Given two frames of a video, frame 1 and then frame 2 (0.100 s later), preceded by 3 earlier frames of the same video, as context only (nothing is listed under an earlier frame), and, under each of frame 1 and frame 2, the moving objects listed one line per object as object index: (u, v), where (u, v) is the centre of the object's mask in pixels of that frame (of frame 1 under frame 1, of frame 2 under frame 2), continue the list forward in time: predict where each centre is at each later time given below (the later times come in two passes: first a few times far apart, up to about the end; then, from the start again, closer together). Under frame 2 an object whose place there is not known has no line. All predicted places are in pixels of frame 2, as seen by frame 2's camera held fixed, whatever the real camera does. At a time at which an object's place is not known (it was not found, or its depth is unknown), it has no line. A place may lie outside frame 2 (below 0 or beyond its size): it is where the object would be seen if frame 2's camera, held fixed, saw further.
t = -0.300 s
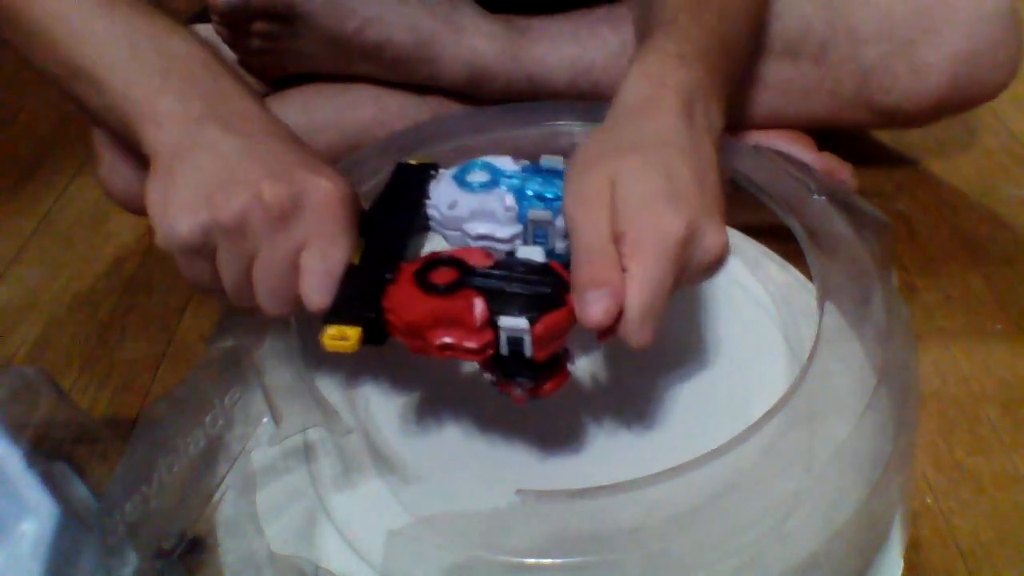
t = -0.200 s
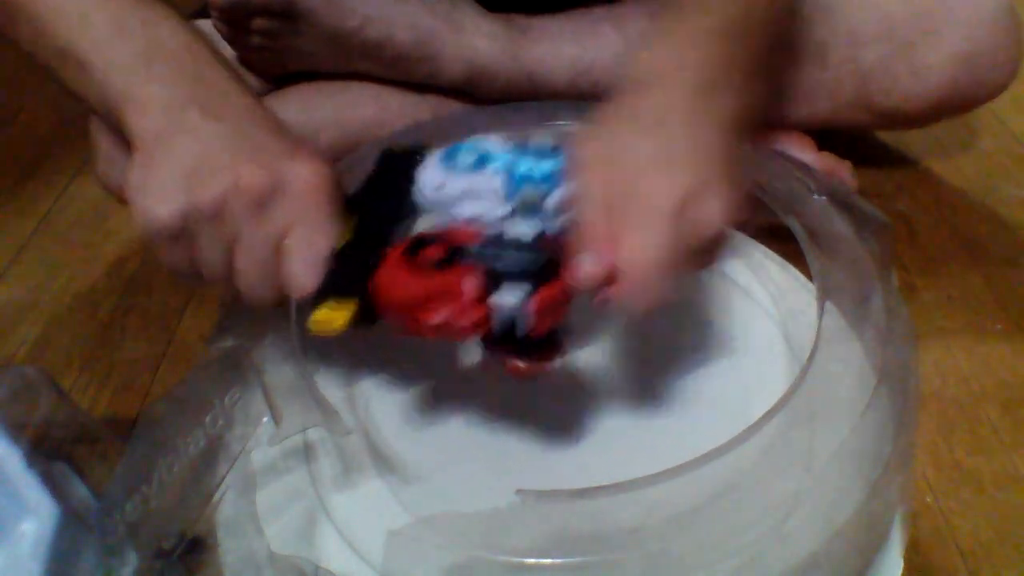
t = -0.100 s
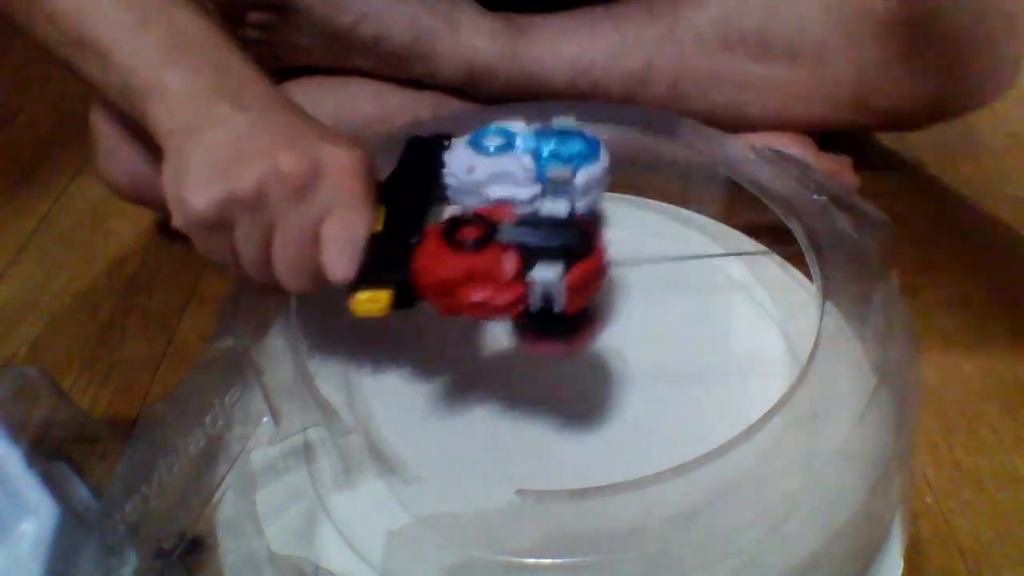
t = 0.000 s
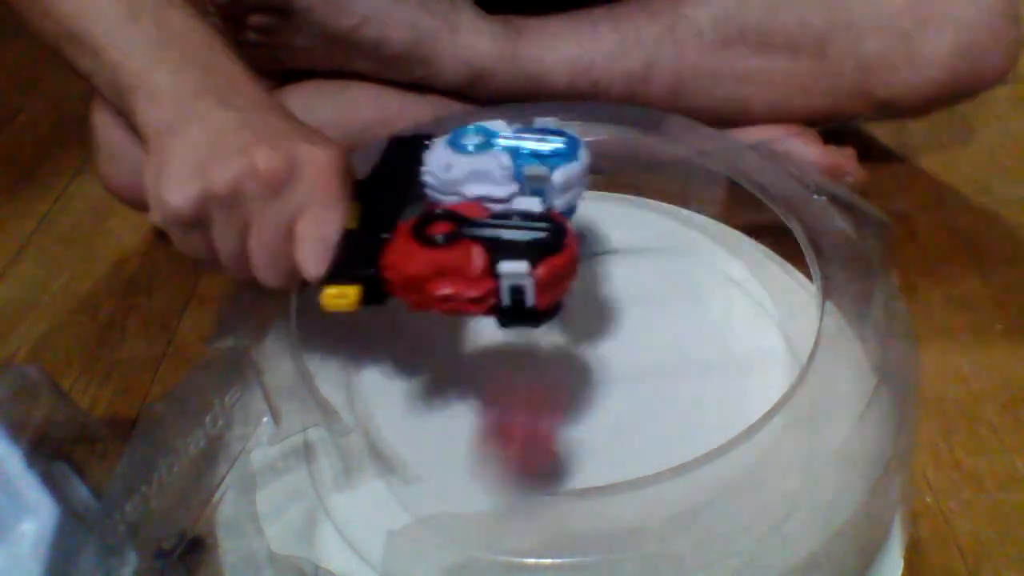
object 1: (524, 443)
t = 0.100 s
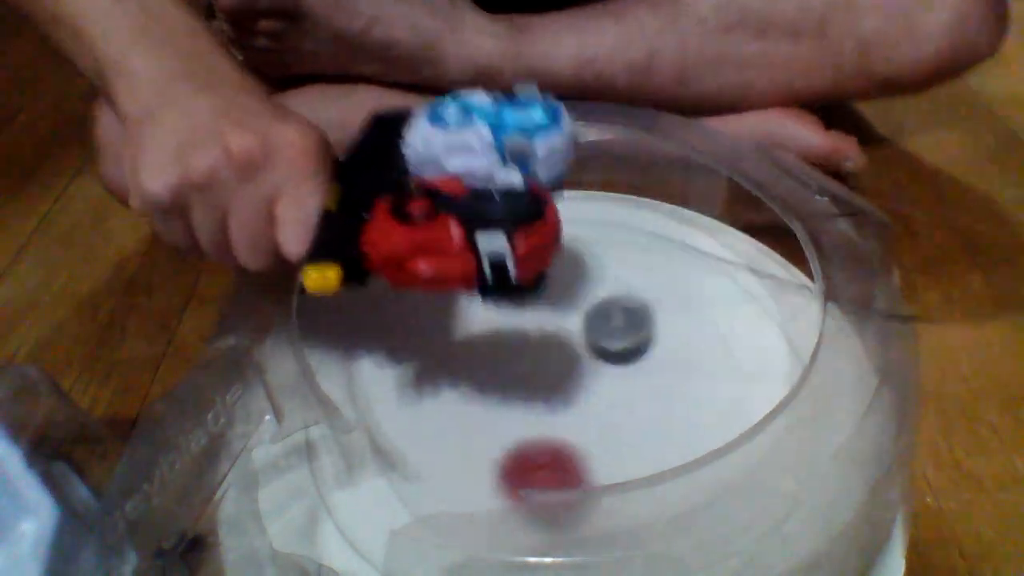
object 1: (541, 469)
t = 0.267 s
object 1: (634, 479)
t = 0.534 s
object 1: (690, 475)
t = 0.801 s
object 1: (602, 404)
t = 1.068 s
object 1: (562, 447)
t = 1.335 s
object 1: (556, 424)
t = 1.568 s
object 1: (590, 462)
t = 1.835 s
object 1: (716, 499)
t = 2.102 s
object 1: (663, 546)
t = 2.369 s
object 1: (578, 559)
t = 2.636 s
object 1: (503, 557)
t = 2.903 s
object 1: (447, 536)
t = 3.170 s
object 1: (457, 480)
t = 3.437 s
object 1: (574, 414)
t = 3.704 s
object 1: (549, 376)
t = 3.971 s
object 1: (509, 412)
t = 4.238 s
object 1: (588, 467)
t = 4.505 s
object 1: (587, 326)
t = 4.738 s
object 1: (402, 328)
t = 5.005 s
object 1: (355, 351)
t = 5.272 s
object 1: (391, 343)
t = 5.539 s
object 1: (513, 422)
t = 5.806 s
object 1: (504, 413)
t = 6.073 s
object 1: (555, 392)
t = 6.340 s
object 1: (518, 382)
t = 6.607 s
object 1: (526, 421)
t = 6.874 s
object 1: (569, 463)
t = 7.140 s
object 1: (598, 447)
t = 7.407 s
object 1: (566, 378)
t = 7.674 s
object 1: (553, 356)
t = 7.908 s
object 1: (589, 336)
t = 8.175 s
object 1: (581, 352)
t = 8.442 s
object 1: (561, 364)
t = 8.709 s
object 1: (513, 344)
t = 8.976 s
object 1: (487, 353)
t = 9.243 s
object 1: (494, 368)
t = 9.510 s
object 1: (508, 402)
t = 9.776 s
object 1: (490, 427)
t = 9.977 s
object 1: (487, 427)
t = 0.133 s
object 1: (562, 467)
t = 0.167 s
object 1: (587, 493)
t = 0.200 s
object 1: (606, 508)
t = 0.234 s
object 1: (624, 489)
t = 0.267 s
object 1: (634, 479)
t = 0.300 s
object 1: (646, 477)
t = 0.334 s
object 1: (652, 463)
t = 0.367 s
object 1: (663, 470)
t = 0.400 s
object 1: (675, 481)
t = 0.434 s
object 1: (681, 487)
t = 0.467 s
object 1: (686, 487)
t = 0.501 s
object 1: (689, 484)
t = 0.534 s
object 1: (690, 475)
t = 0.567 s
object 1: (686, 464)
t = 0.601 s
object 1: (681, 455)
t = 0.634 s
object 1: (672, 443)
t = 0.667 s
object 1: (663, 437)
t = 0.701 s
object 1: (650, 428)
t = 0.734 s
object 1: (636, 420)
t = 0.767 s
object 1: (620, 412)
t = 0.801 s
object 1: (602, 404)
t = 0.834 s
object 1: (583, 398)
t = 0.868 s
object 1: (573, 404)
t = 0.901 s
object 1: (569, 419)
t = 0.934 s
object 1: (565, 431)
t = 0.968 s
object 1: (562, 439)
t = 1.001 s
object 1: (561, 443)
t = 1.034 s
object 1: (561, 446)
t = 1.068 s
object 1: (562, 447)
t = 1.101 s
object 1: (563, 447)
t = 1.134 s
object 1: (563, 445)
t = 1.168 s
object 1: (564, 443)
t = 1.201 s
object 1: (565, 440)
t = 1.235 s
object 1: (565, 436)
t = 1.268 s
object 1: (563, 432)
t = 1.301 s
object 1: (560, 428)
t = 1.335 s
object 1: (556, 424)
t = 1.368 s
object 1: (553, 423)
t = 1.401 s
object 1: (558, 434)
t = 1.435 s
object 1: (565, 455)
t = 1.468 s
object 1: (572, 460)
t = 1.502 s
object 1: (579, 462)
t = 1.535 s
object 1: (584, 463)
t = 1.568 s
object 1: (590, 462)
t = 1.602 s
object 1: (596, 461)
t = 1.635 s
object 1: (603, 460)
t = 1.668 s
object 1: (628, 477)
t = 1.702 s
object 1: (653, 492)
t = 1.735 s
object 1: (674, 500)
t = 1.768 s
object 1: (694, 498)
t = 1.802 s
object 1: (708, 496)
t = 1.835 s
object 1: (716, 499)
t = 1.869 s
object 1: (718, 503)
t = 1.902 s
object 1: (715, 512)
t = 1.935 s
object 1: (709, 520)
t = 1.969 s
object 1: (702, 527)
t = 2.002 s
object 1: (693, 535)
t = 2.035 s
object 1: (682, 539)
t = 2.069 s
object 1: (673, 543)
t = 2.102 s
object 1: (663, 546)
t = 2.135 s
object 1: (652, 550)
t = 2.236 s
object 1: (618, 556)
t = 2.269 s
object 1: (608, 557)
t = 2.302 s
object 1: (599, 558)
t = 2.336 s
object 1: (588, 559)
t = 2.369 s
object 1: (578, 559)
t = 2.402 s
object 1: (566, 559)
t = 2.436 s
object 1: (556, 559)
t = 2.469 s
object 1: (549, 560)
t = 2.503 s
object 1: (542, 560)
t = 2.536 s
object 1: (530, 560)
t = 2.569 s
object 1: (521, 560)
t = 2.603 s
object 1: (513, 559)
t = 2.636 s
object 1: (503, 557)
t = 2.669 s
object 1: (495, 556)
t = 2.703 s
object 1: (489, 554)
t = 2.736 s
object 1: (481, 550)
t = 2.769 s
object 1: (474, 549)
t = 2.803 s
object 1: (467, 546)
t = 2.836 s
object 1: (460, 543)
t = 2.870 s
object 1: (453, 540)
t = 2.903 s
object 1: (447, 536)
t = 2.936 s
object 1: (441, 530)
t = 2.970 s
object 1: (437, 522)
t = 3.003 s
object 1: (432, 515)
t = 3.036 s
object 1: (429, 506)
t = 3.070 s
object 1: (427, 499)
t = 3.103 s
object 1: (432, 493)
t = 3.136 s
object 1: (442, 486)
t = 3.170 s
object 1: (457, 480)
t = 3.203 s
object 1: (473, 475)
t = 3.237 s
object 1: (489, 470)
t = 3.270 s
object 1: (506, 463)
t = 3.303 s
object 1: (525, 454)
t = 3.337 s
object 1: (544, 442)
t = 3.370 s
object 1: (561, 425)
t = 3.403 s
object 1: (571, 416)
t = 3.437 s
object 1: (574, 414)
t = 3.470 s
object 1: (576, 409)
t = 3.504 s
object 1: (576, 403)
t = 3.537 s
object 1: (572, 396)
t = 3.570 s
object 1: (568, 390)
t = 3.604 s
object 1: (563, 385)
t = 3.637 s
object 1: (558, 380)
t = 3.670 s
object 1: (553, 377)
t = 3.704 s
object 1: (549, 376)
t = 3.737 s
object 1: (544, 376)
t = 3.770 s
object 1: (541, 376)
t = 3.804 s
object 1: (539, 377)
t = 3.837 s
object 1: (538, 378)
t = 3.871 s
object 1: (537, 379)
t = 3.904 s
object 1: (537, 380)
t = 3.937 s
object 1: (531, 387)
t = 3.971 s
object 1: (509, 412)
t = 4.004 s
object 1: (492, 431)
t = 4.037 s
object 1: (486, 448)
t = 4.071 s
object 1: (491, 462)
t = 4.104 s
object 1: (502, 471)
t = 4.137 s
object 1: (518, 474)
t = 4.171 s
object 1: (541, 473)
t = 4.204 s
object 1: (565, 471)
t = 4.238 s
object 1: (588, 467)
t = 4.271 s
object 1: (610, 460)
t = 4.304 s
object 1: (629, 450)
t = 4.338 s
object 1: (641, 430)
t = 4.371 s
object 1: (645, 408)
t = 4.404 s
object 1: (641, 384)
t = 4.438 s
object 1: (629, 360)
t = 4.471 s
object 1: (611, 341)
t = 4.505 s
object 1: (587, 326)
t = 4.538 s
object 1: (559, 317)
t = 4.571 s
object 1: (530, 312)
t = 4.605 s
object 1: (500, 313)
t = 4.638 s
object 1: (474, 317)
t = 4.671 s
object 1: (445, 324)
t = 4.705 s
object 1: (422, 325)
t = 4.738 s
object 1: (402, 328)
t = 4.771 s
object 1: (385, 336)
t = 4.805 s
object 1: (373, 347)
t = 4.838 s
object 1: (363, 353)
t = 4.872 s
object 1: (357, 356)
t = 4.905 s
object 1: (354, 356)
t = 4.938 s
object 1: (354, 355)
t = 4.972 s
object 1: (354, 354)
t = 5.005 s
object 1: (355, 351)
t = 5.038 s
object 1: (358, 350)
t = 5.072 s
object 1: (361, 347)
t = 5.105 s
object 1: (364, 345)
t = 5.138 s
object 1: (369, 343)
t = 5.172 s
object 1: (373, 341)
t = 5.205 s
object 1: (377, 340)
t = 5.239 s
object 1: (383, 339)
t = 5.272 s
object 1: (391, 343)
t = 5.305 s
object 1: (401, 352)
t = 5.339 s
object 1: (412, 362)
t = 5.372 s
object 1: (426, 374)
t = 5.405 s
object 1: (443, 387)
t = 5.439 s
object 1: (465, 401)
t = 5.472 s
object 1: (492, 413)
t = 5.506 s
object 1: (521, 422)
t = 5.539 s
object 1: (513, 422)
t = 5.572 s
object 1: (496, 419)
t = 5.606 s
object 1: (487, 414)
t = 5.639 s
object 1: (485, 411)
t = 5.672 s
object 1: (486, 411)
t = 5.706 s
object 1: (489, 411)
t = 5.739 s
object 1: (493, 411)
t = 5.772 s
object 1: (498, 412)
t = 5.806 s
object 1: (504, 413)
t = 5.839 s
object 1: (510, 413)
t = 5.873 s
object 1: (517, 412)
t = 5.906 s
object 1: (523, 412)
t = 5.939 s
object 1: (529, 410)
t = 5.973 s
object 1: (536, 408)
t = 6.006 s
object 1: (542, 404)
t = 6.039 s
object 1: (549, 399)
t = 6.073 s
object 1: (555, 392)
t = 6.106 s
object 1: (555, 386)
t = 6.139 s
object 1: (540, 383)
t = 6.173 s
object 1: (527, 381)
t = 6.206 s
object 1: (518, 380)
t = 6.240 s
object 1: (514, 379)
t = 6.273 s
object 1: (513, 379)
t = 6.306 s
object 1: (515, 380)
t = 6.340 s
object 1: (518, 382)
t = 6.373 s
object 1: (522, 384)
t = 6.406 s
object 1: (524, 387)
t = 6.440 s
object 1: (512, 394)
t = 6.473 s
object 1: (504, 401)
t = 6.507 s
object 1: (502, 407)
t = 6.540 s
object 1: (508, 413)
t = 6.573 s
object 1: (516, 418)
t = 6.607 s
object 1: (526, 421)
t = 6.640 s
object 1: (538, 423)
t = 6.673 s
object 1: (549, 422)
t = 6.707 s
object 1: (558, 422)
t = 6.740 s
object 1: (551, 439)
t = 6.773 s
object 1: (548, 452)
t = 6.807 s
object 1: (551, 458)
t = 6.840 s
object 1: (560, 462)
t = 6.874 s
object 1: (569, 463)
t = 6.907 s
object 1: (576, 463)
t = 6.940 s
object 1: (582, 462)
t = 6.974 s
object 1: (585, 461)
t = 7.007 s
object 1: (589, 459)
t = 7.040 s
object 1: (592, 457)
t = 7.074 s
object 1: (594, 455)
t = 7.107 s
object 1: (596, 452)
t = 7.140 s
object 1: (598, 447)
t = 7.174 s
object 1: (598, 441)
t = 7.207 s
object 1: (598, 433)
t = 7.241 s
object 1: (597, 423)
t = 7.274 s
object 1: (593, 413)
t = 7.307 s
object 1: (586, 402)
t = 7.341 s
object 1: (579, 393)
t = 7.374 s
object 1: (574, 385)
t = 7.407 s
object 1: (566, 378)
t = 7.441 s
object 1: (566, 371)
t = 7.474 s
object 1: (566, 366)
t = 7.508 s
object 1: (564, 361)
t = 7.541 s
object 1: (562, 358)
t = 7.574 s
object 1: (559, 356)
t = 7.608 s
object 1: (557, 355)
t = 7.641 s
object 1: (554, 355)
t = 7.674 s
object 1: (553, 356)
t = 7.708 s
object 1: (552, 356)
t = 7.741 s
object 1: (565, 352)
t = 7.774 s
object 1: (575, 347)
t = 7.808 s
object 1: (582, 344)
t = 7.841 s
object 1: (585, 341)
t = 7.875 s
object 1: (588, 337)
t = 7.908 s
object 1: (589, 336)
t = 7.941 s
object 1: (590, 336)
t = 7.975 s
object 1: (590, 337)
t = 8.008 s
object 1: (589, 339)
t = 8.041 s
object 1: (587, 340)
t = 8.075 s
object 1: (585, 342)
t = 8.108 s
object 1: (584, 345)
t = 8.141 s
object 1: (583, 348)
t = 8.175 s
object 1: (581, 352)
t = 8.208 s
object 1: (580, 357)
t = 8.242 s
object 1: (577, 355)
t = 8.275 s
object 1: (576, 351)
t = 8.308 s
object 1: (574, 351)
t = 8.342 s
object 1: (572, 353)
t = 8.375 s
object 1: (569, 356)
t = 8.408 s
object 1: (565, 360)
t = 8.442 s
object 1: (561, 364)
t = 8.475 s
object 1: (557, 370)
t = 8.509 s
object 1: (554, 375)
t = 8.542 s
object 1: (550, 375)
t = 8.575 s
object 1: (547, 376)
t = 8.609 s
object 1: (544, 378)
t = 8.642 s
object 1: (535, 365)
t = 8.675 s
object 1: (522, 352)
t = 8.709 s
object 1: (513, 344)
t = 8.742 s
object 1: (504, 341)
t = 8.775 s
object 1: (496, 340)
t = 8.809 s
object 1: (490, 341)
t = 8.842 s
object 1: (487, 343)
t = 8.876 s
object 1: (486, 345)
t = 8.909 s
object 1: (486, 347)
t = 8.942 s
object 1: (486, 350)
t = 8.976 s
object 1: (487, 353)
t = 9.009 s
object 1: (487, 357)
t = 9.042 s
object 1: (490, 361)
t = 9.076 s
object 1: (488, 360)
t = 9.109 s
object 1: (487, 359)
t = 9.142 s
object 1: (489, 360)
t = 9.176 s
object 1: (490, 363)
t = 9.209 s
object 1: (491, 365)
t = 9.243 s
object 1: (494, 368)
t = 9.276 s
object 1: (499, 373)
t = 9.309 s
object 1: (506, 379)
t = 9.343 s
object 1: (516, 384)
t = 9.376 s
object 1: (526, 389)
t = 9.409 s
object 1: (538, 393)
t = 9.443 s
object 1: (540, 395)
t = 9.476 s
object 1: (520, 400)
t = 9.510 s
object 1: (508, 402)
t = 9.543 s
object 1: (501, 406)
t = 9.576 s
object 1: (495, 412)
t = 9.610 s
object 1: (490, 416)
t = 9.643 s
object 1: (487, 421)
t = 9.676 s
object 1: (485, 425)
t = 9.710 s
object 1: (486, 427)
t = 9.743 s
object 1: (487, 427)
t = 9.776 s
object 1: (490, 427)
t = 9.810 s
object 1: (494, 428)
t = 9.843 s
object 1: (497, 428)
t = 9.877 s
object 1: (503, 427)
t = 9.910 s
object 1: (510, 426)
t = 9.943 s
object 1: (505, 424)
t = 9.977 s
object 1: (487, 427)
